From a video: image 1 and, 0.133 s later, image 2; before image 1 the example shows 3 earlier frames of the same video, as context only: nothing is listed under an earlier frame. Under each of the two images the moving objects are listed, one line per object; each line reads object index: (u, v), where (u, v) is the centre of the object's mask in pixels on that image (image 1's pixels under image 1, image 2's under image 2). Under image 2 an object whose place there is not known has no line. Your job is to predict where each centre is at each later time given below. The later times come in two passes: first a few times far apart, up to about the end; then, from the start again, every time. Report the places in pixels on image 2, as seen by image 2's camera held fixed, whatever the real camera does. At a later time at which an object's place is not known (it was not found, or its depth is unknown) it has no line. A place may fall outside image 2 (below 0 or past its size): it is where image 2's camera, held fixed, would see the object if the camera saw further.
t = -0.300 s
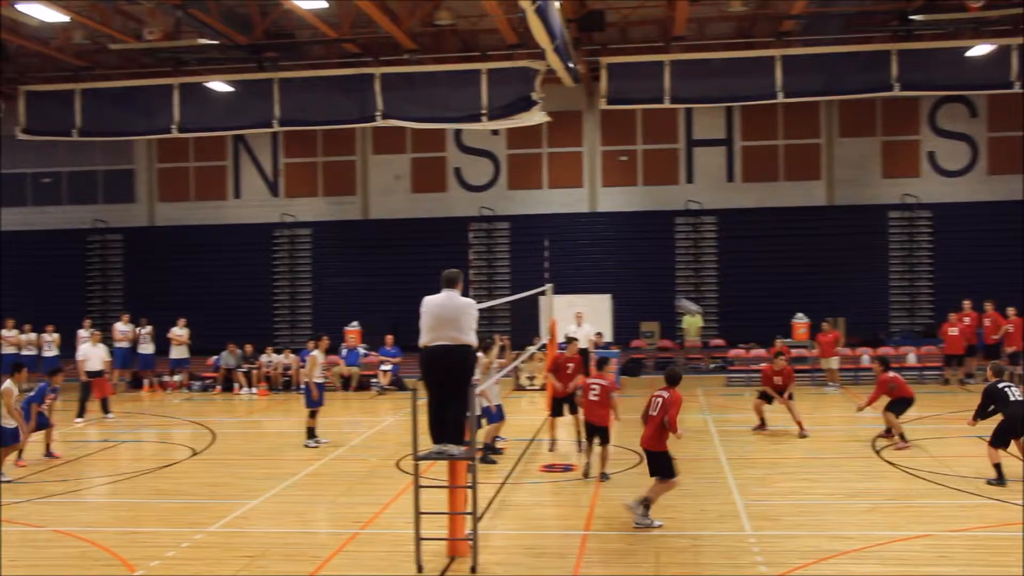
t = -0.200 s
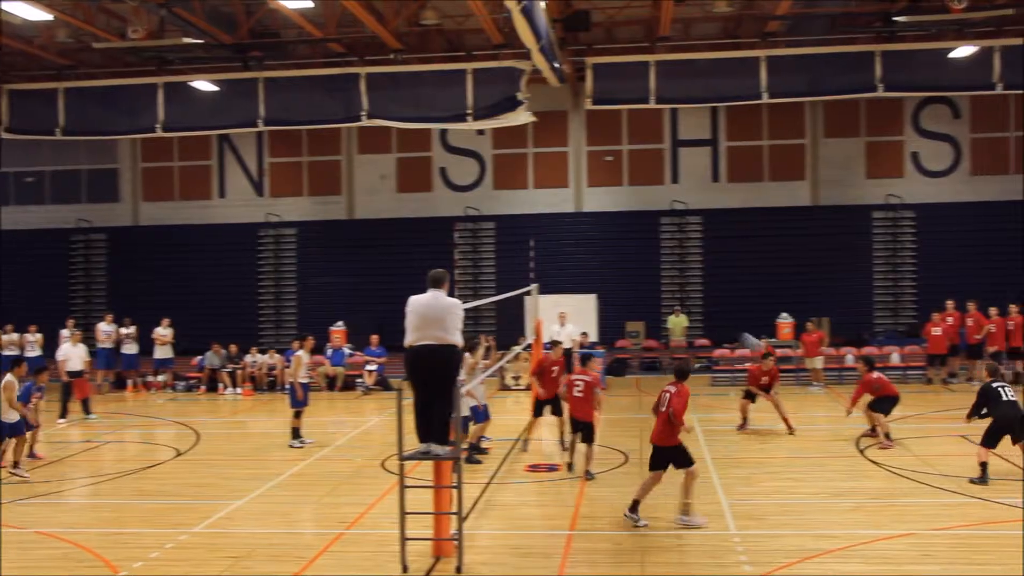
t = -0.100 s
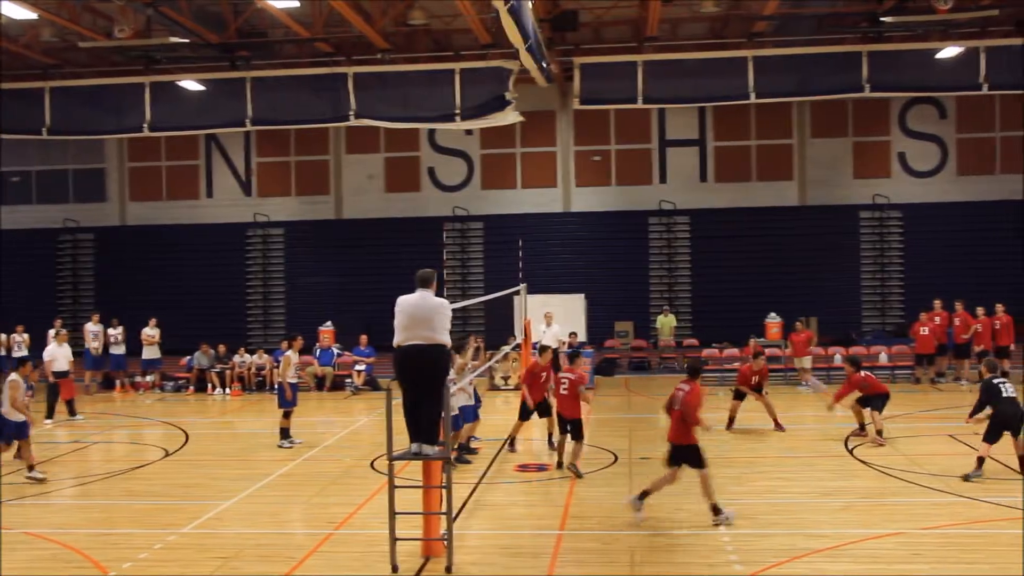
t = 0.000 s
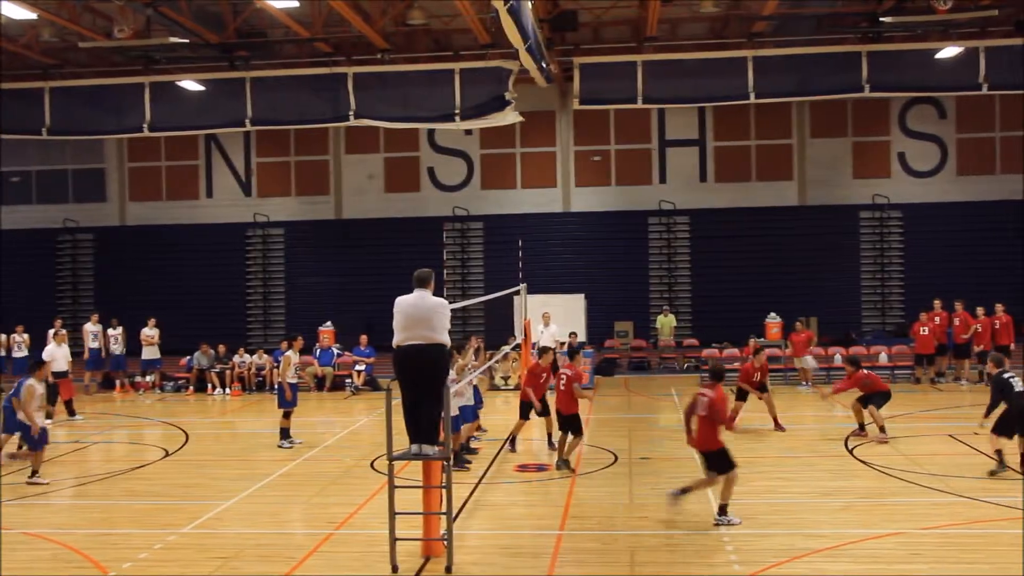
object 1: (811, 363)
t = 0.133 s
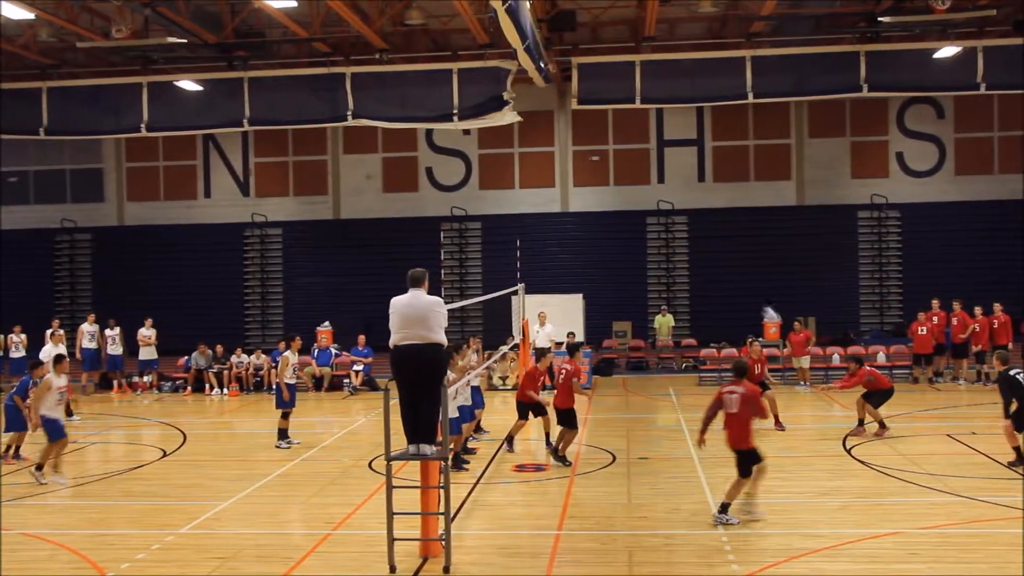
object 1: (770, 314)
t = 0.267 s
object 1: (733, 280)
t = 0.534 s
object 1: (658, 239)
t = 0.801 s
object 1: (579, 245)
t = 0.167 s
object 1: (761, 306)
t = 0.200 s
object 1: (752, 297)
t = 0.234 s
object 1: (743, 288)
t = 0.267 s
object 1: (733, 280)
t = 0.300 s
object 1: (724, 273)
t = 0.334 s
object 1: (714, 266)
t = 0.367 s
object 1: (704, 260)
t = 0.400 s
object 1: (695, 255)
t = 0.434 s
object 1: (685, 249)
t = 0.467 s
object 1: (676, 245)
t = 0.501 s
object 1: (667, 241)
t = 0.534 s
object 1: (658, 239)
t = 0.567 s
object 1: (647, 238)
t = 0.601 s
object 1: (637, 237)
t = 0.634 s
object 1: (627, 236)
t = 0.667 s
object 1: (618, 236)
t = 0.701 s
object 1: (608, 237)
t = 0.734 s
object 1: (598, 239)
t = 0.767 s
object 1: (589, 242)
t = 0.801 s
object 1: (579, 245)
